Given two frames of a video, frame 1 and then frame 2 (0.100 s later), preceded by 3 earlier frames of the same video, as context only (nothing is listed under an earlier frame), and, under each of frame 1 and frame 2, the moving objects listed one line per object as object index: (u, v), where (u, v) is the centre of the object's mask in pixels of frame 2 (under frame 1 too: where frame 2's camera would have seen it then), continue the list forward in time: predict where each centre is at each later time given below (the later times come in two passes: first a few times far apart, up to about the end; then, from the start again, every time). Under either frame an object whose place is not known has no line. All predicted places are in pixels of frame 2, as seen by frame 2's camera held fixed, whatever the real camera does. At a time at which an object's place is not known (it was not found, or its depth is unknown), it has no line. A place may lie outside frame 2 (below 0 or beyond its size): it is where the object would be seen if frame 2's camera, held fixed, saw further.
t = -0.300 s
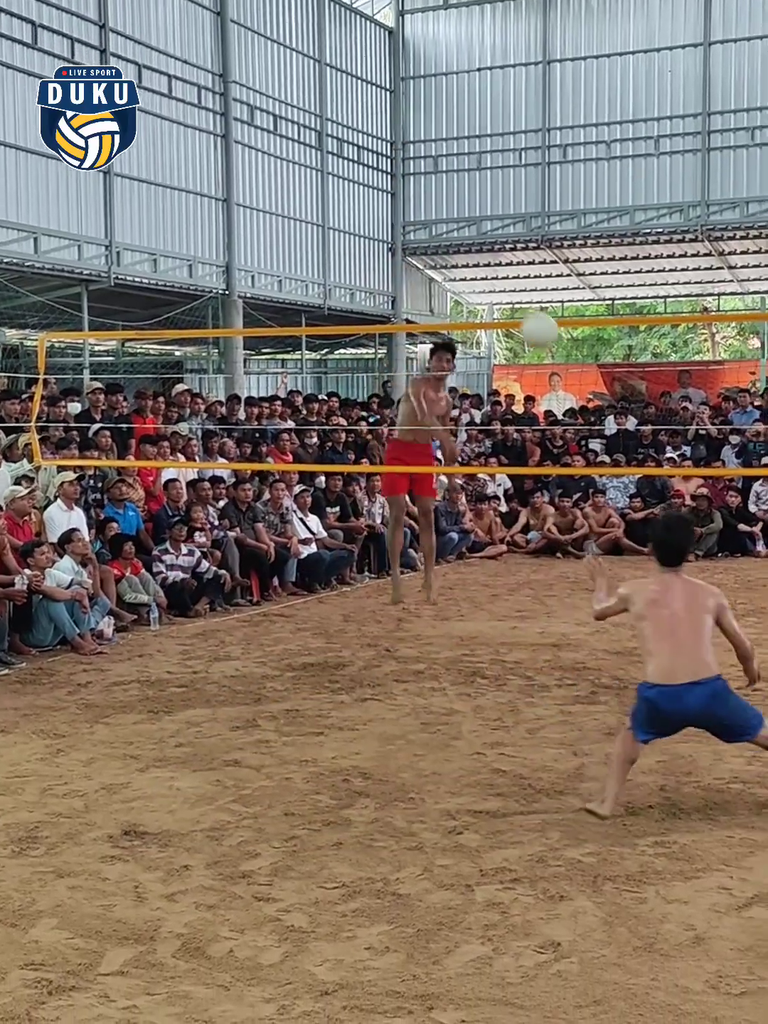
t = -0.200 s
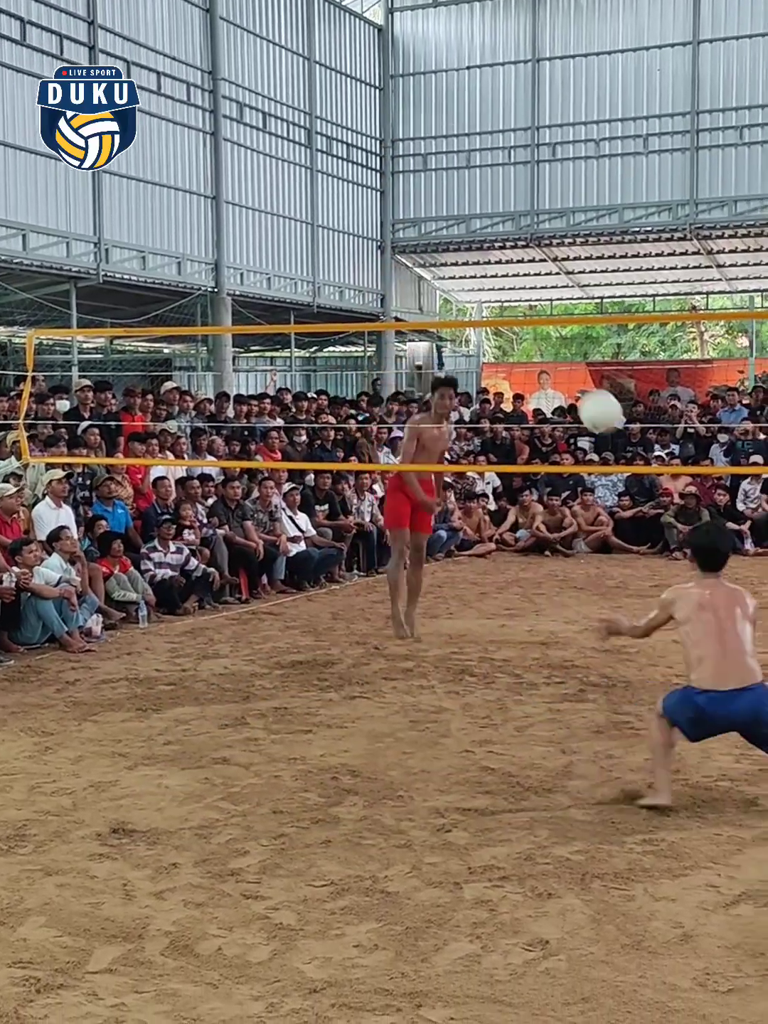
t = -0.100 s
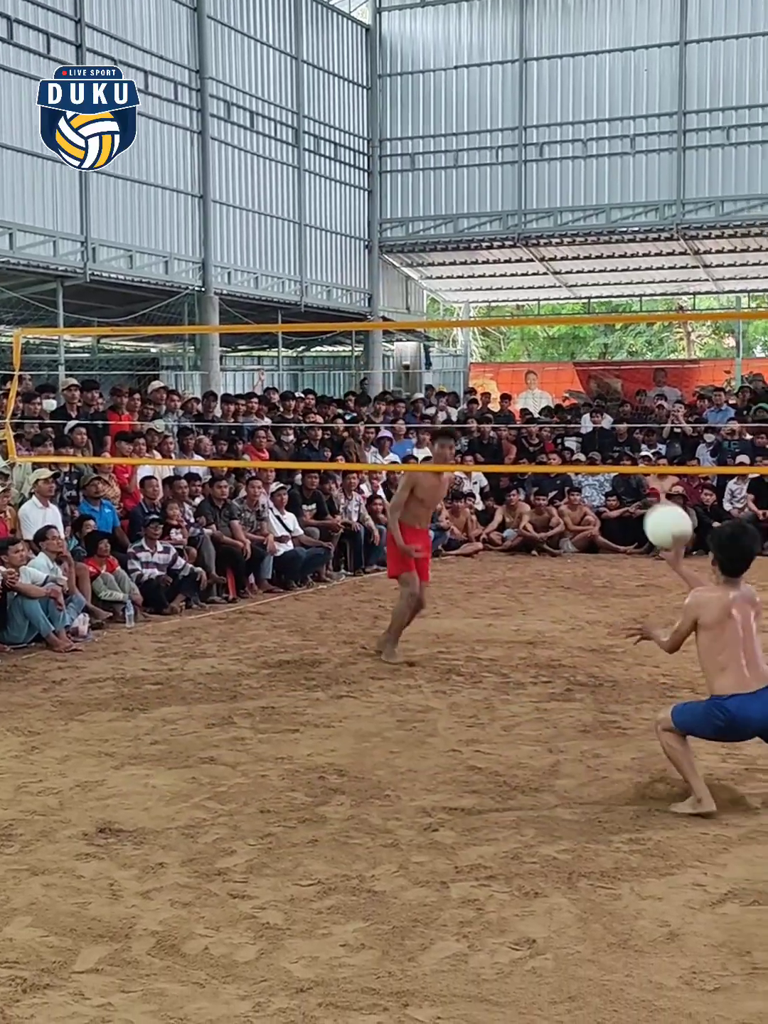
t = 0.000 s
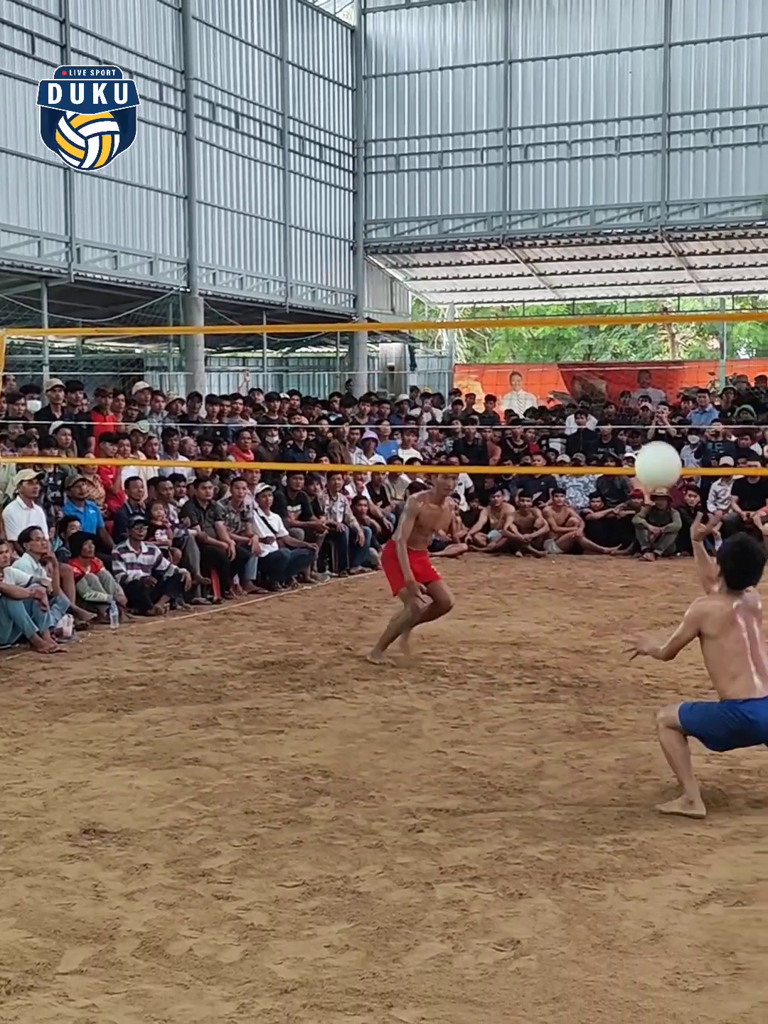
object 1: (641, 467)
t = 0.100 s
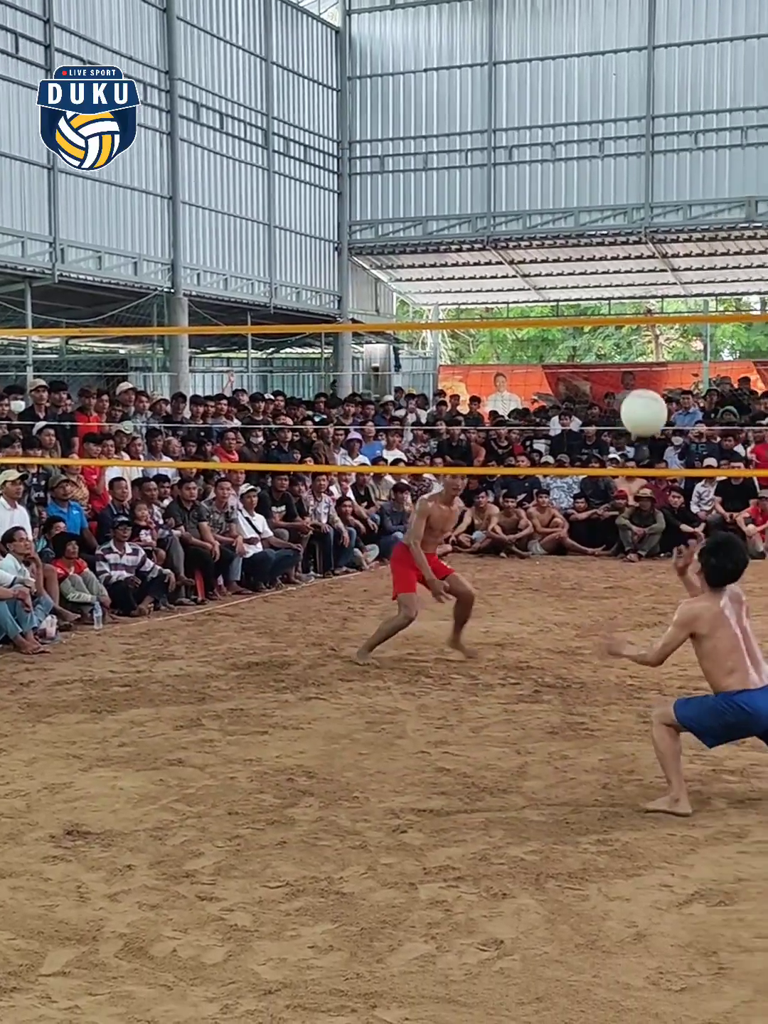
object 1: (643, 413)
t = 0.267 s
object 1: (647, 366)
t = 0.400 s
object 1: (649, 369)
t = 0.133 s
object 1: (644, 399)
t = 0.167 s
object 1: (645, 387)
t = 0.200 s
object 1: (646, 379)
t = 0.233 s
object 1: (646, 371)
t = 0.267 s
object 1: (647, 366)
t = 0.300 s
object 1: (647, 363)
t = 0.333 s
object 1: (648, 363)
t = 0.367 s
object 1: (648, 365)
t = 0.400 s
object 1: (649, 369)
